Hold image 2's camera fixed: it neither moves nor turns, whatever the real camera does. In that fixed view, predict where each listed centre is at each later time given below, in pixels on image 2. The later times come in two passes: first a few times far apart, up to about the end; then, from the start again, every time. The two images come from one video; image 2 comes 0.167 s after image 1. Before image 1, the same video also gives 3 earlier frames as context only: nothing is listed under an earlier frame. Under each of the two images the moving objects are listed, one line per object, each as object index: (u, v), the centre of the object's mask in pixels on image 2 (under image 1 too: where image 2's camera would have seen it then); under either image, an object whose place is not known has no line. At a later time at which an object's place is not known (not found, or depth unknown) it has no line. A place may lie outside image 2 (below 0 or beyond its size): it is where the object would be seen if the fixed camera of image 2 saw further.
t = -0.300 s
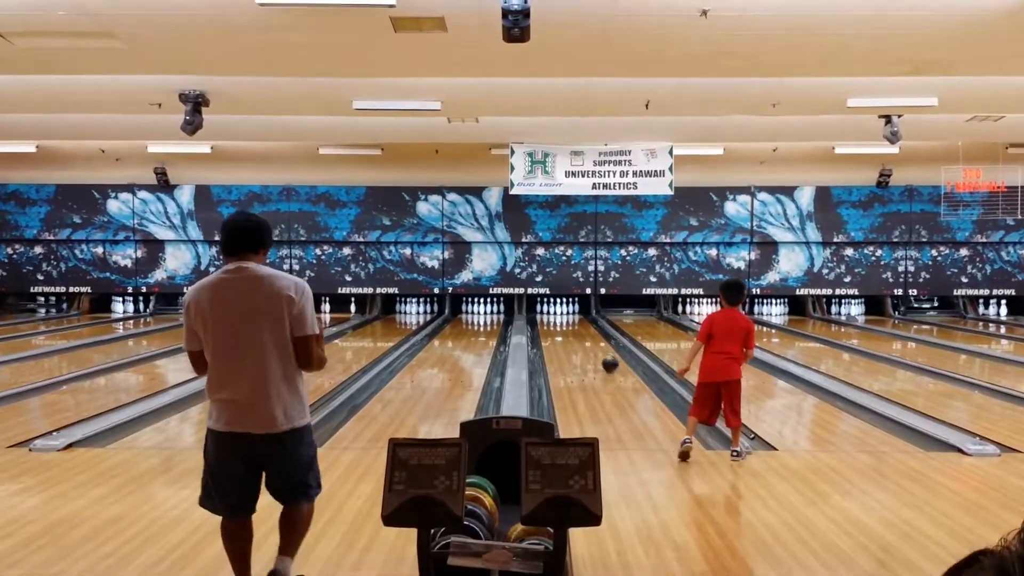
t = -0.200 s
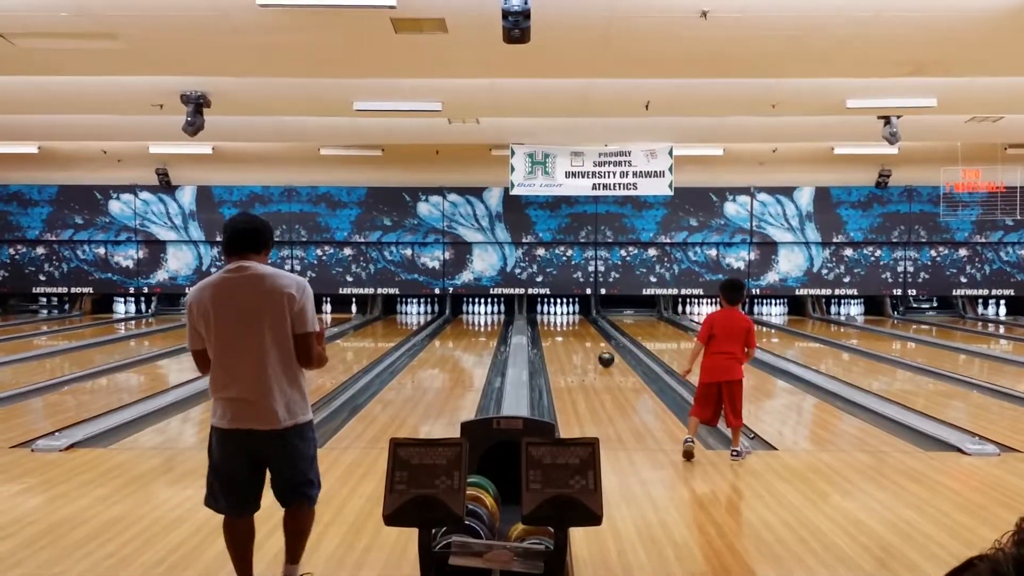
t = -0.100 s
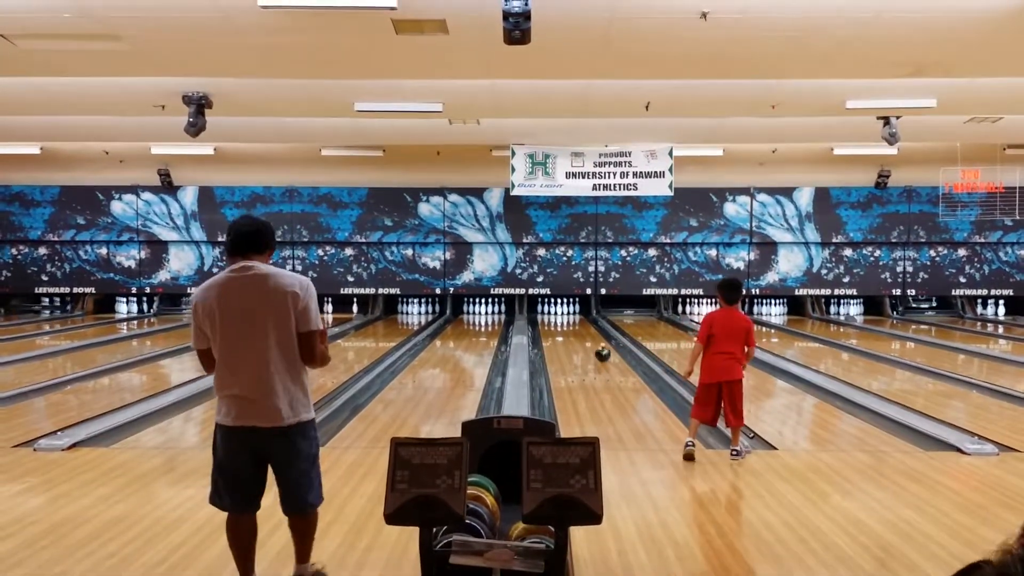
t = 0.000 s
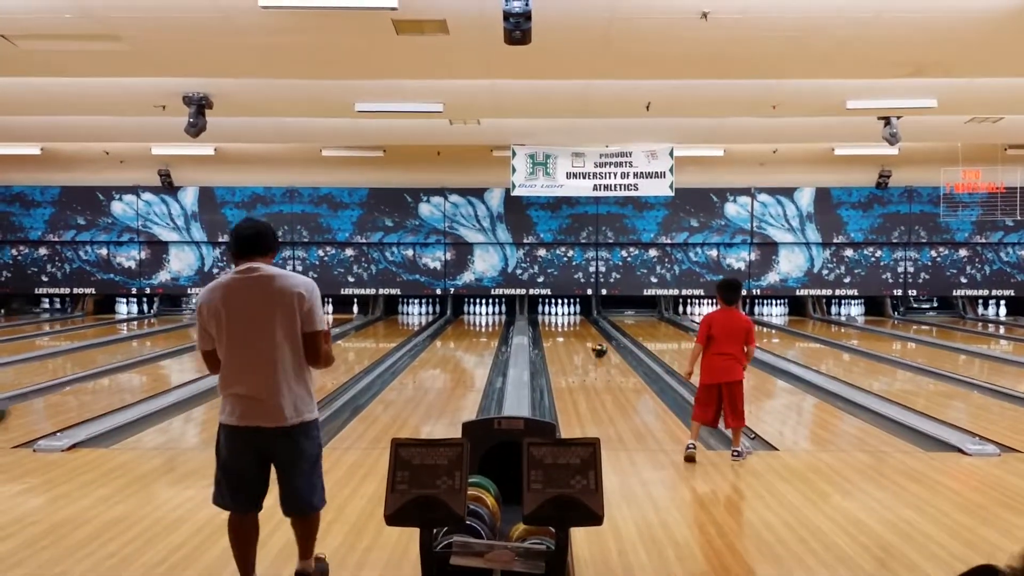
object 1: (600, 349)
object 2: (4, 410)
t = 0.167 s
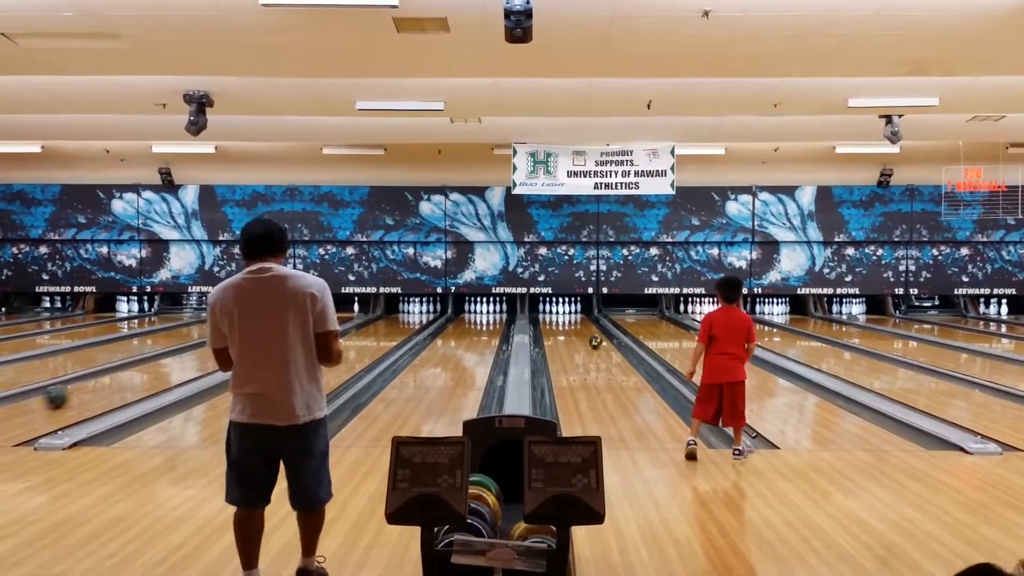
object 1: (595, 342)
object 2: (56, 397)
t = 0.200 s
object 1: (593, 339)
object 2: (67, 394)
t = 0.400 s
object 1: (588, 334)
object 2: (123, 380)
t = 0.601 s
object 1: (582, 328)
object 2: (168, 368)
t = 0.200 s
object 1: (593, 339)
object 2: (67, 394)
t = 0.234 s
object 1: (592, 338)
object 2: (77, 392)
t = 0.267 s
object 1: (591, 338)
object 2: (87, 390)
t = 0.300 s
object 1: (591, 337)
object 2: (97, 387)
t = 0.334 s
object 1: (590, 335)
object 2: (105, 385)
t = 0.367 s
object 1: (588, 335)
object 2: (114, 382)
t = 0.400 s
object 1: (588, 334)
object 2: (123, 380)
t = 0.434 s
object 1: (587, 333)
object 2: (130, 378)
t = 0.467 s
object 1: (586, 332)
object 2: (139, 375)
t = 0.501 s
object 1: (586, 331)
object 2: (147, 373)
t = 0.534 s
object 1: (585, 330)
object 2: (155, 371)
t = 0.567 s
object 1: (583, 328)
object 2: (160, 369)
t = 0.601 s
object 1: (582, 328)
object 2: (168, 368)
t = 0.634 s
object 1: (581, 327)
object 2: (174, 365)
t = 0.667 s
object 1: (581, 326)
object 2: (181, 363)
